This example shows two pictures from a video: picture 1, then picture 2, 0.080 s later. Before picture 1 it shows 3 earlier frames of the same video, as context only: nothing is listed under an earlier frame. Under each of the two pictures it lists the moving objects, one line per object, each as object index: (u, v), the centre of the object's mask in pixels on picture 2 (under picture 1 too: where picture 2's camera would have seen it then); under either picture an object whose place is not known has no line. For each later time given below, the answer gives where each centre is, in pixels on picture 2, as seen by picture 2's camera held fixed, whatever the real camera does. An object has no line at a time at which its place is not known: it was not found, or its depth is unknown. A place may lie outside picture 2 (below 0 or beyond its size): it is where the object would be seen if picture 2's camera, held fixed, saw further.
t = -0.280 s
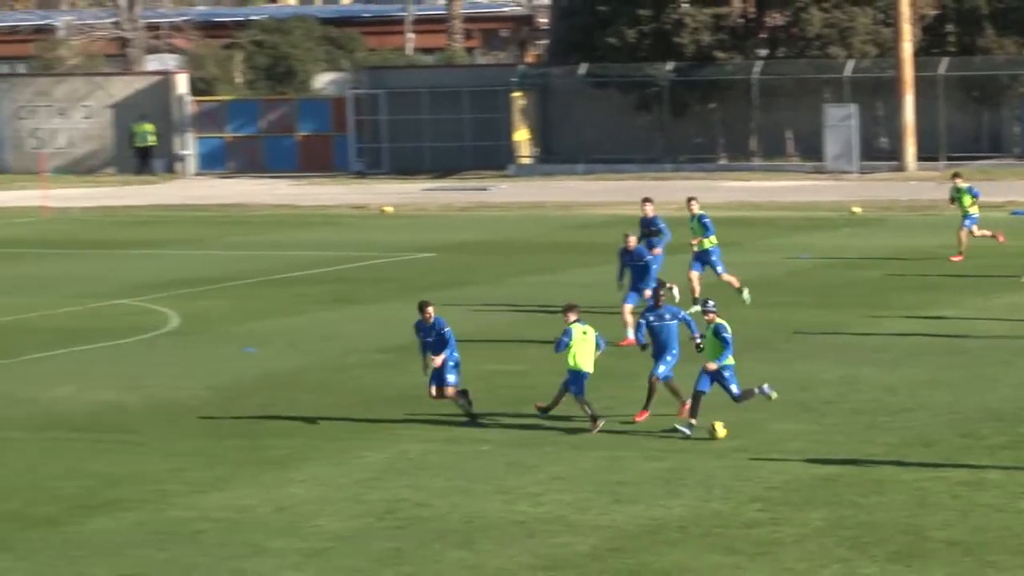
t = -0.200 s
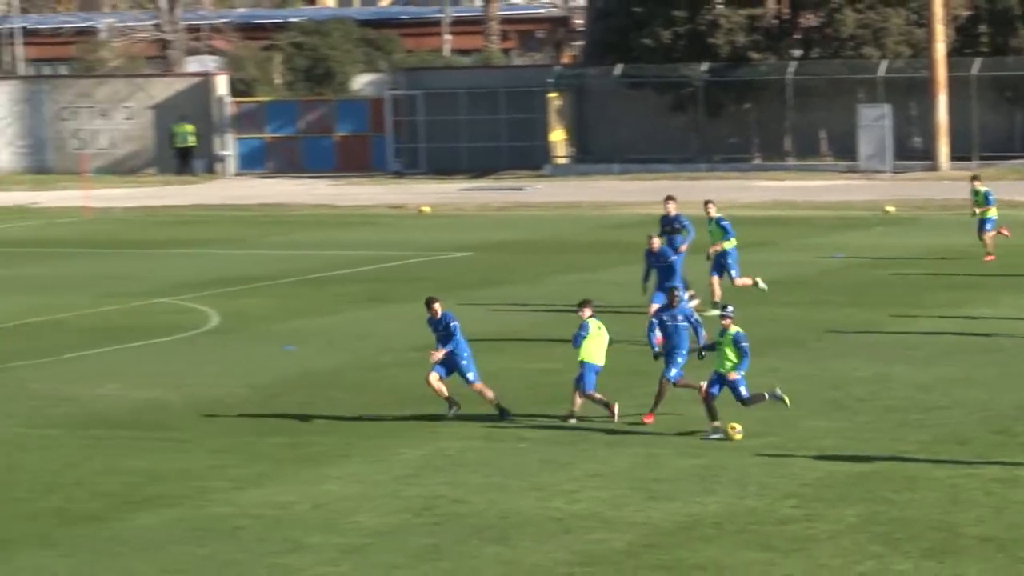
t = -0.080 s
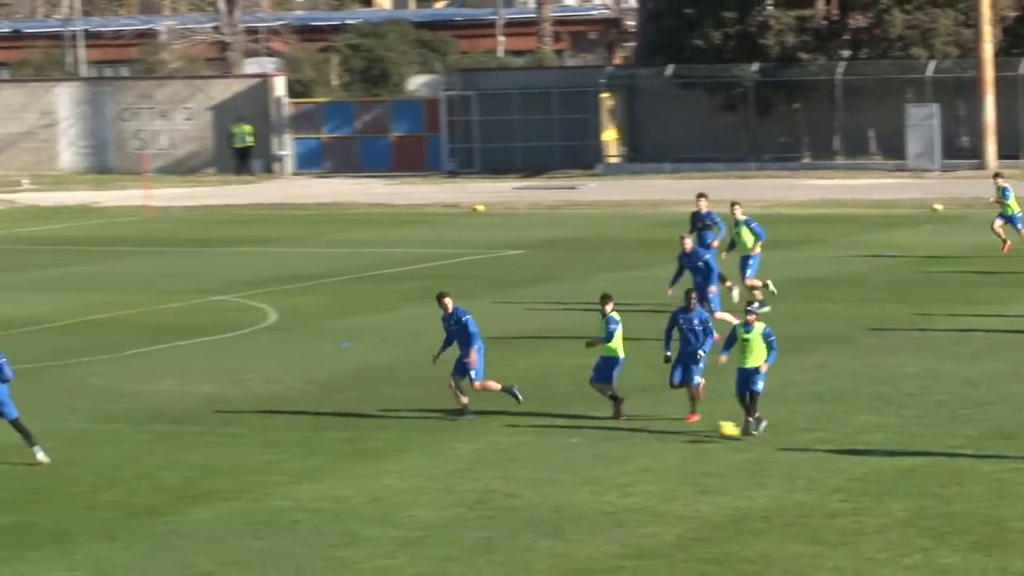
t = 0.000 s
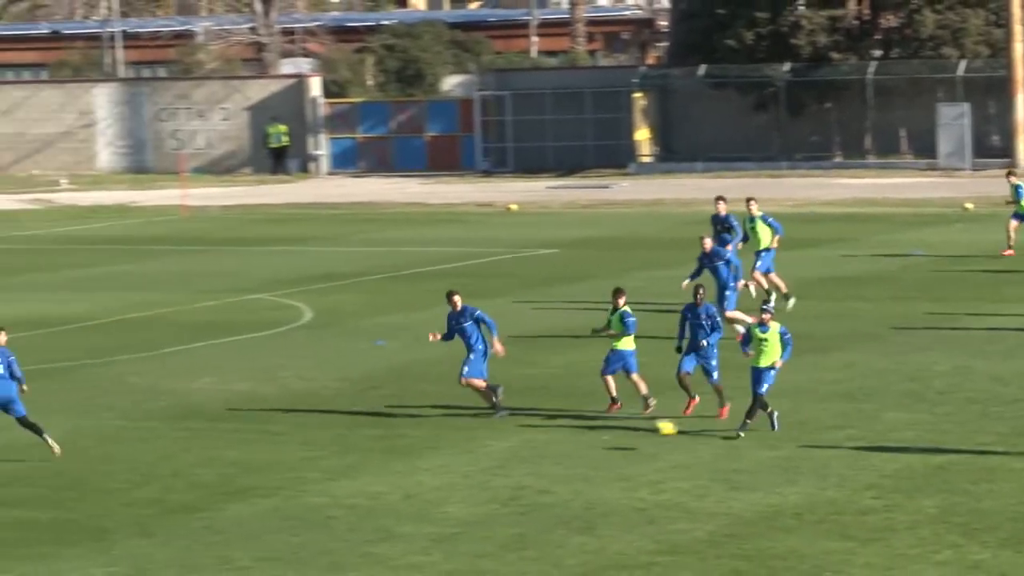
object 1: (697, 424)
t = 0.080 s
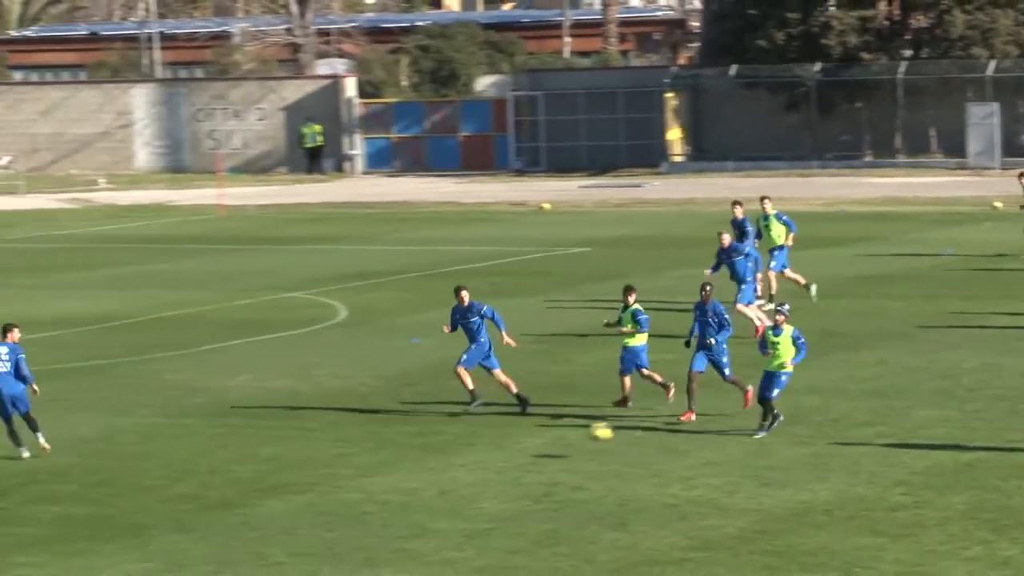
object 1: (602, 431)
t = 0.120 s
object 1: (553, 438)
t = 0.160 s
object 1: (506, 447)
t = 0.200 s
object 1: (457, 458)
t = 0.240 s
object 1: (408, 469)
